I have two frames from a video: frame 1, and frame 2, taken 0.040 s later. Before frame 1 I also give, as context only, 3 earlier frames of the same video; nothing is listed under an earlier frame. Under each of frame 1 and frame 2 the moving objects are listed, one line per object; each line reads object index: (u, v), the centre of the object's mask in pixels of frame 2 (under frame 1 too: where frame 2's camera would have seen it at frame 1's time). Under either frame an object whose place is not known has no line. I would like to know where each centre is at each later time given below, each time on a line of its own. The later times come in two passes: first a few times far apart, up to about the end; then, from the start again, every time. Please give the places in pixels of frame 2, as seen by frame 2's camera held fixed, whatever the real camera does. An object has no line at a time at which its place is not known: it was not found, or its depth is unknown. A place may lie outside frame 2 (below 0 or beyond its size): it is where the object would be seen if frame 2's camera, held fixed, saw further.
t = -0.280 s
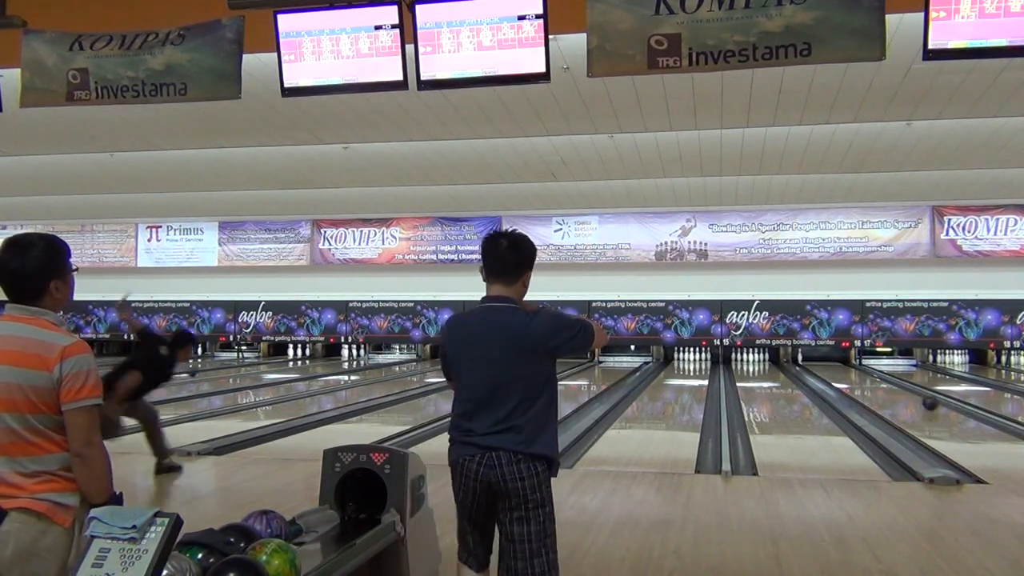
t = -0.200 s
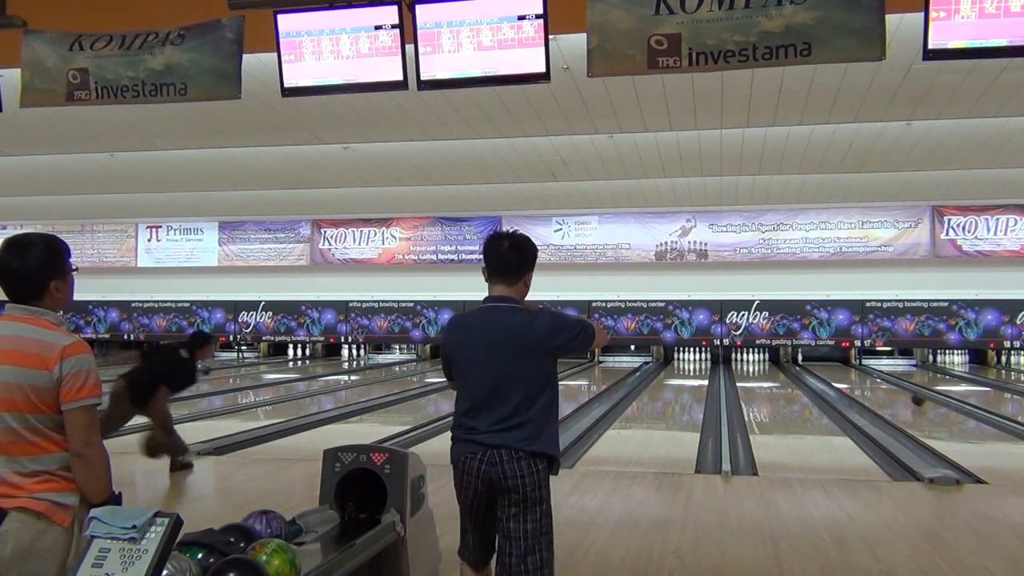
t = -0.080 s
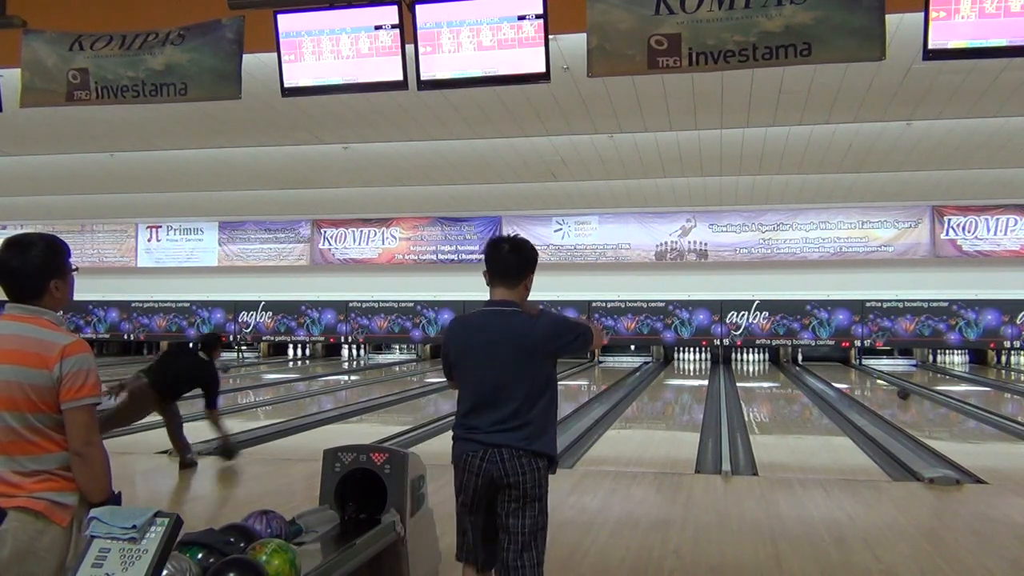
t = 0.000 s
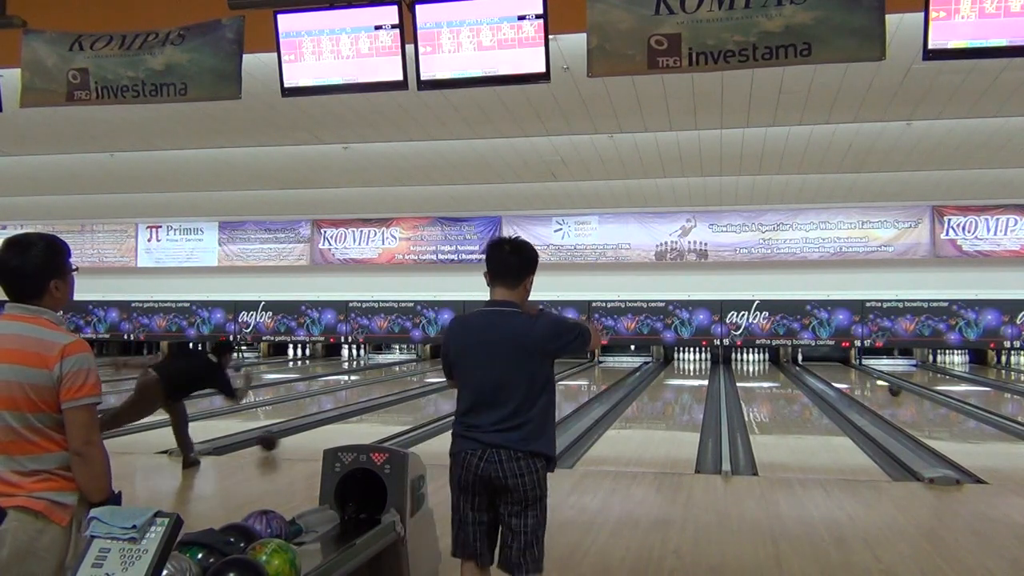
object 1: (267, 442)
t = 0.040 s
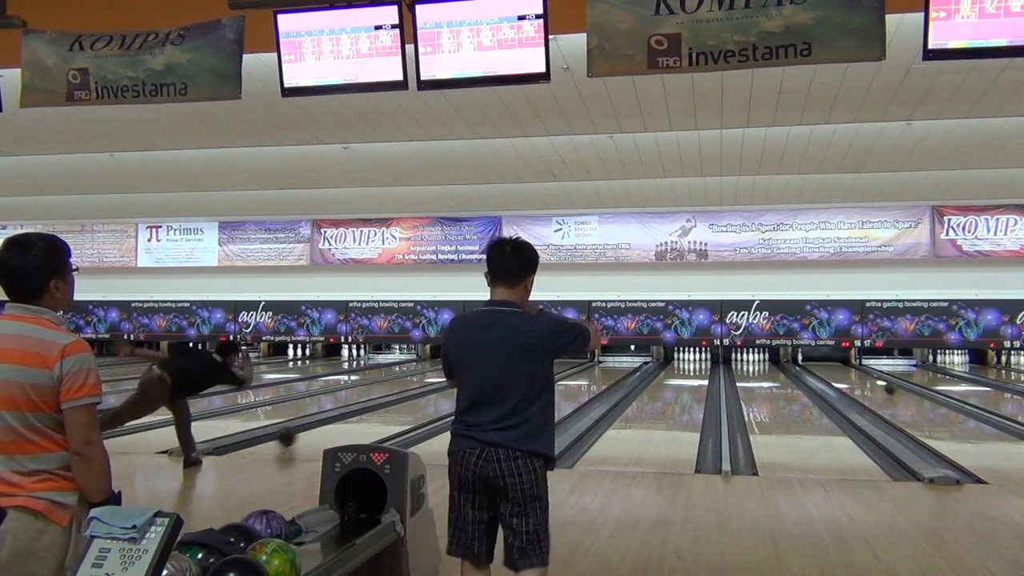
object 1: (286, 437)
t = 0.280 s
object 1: (372, 416)
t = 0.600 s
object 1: (446, 396)
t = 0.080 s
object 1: (303, 435)
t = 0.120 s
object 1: (319, 431)
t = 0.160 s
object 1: (333, 426)
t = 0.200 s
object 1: (347, 422)
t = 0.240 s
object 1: (360, 419)
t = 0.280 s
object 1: (372, 416)
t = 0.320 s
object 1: (383, 414)
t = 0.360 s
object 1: (393, 410)
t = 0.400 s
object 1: (403, 408)
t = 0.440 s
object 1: (413, 405)
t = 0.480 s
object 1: (421, 403)
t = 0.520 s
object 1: (430, 400)
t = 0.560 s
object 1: (438, 398)
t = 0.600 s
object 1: (446, 396)
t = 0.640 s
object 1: (453, 394)
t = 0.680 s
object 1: (460, 391)
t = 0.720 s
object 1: (467, 390)
